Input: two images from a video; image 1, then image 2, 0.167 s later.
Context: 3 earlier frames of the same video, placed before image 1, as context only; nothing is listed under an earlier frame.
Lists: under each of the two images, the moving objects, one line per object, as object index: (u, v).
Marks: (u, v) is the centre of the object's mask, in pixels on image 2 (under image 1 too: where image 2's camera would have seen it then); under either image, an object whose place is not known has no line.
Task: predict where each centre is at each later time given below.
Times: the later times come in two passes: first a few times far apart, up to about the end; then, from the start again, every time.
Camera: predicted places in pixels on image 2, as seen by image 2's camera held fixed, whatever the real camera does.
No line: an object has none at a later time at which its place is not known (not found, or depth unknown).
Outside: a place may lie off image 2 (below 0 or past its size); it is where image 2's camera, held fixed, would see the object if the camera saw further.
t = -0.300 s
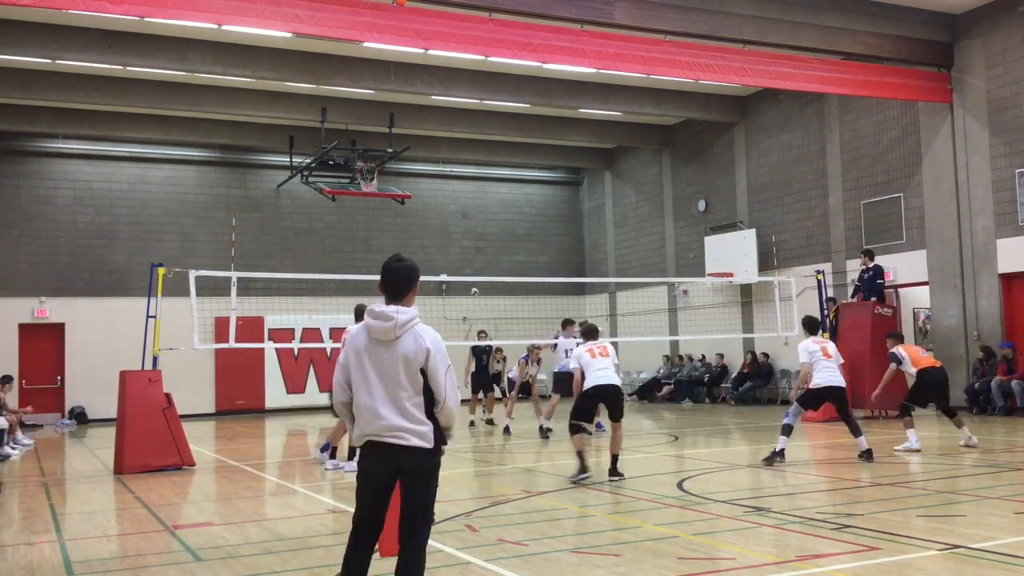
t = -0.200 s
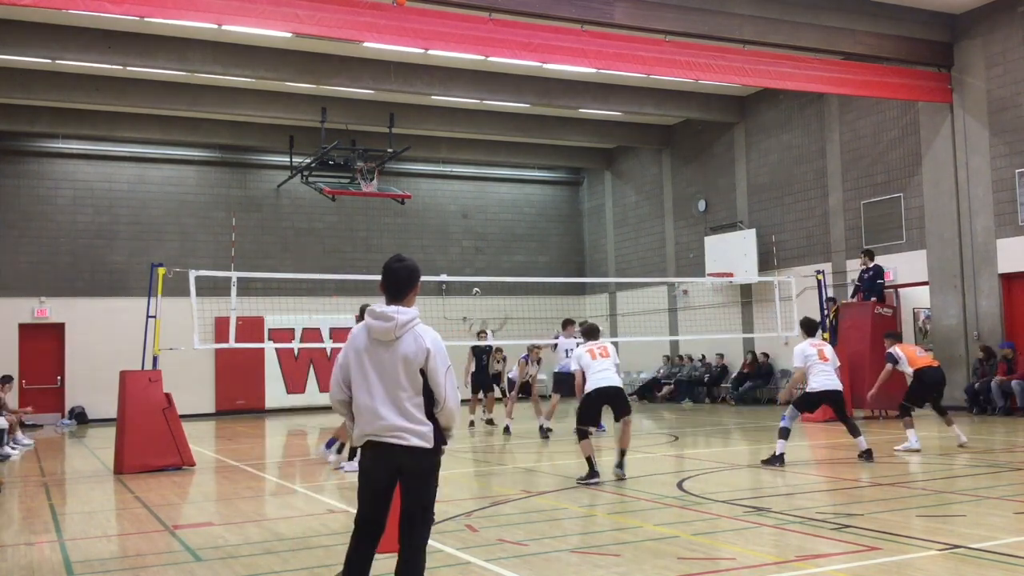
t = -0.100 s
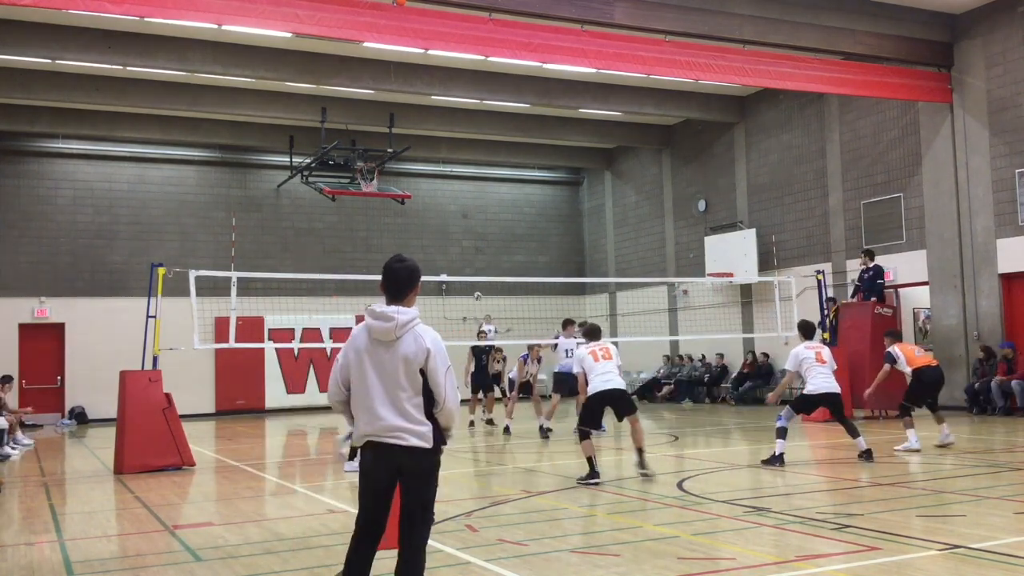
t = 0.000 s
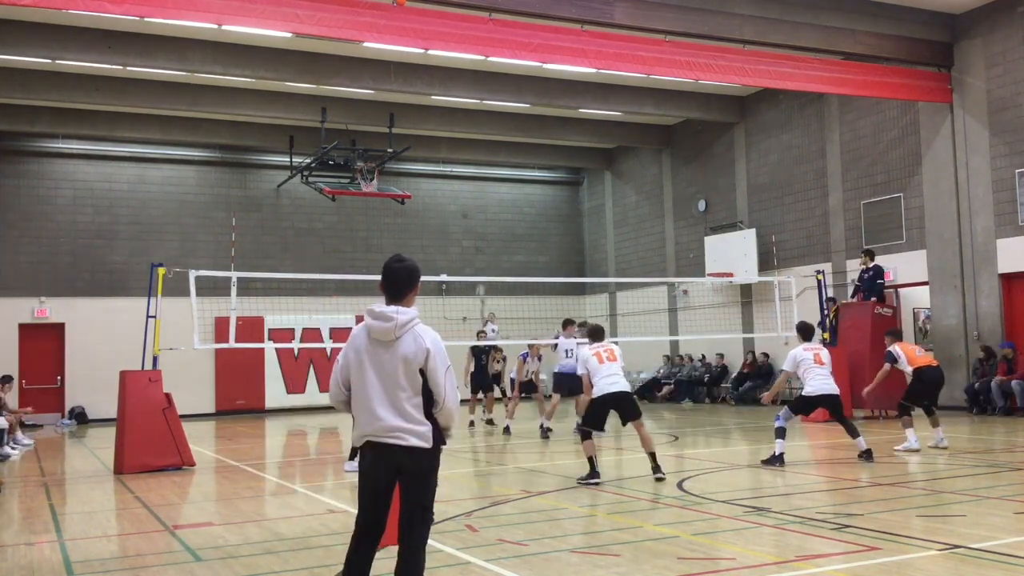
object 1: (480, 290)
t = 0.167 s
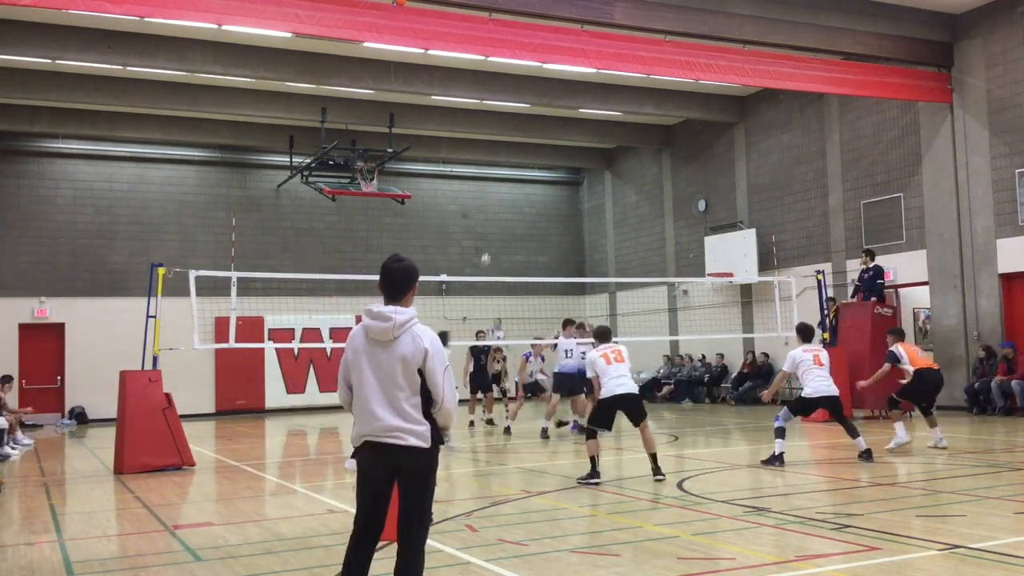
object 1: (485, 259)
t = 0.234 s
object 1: (488, 248)
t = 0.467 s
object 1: (499, 225)
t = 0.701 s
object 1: (516, 234)
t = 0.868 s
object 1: (532, 265)
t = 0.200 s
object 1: (486, 253)
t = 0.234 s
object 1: (488, 248)
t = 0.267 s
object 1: (489, 244)
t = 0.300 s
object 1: (490, 239)
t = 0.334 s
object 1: (492, 235)
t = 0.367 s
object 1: (494, 231)
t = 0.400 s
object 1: (496, 228)
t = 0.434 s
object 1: (498, 226)
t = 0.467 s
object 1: (499, 225)
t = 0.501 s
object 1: (501, 224)
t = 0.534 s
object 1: (502, 224)
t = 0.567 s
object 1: (506, 225)
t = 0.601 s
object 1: (508, 225)
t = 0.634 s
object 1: (510, 227)
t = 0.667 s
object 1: (514, 230)
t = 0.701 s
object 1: (516, 234)
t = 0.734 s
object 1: (519, 238)
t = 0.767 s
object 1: (523, 243)
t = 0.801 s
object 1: (525, 249)
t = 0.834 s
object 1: (529, 257)
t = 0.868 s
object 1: (532, 265)
